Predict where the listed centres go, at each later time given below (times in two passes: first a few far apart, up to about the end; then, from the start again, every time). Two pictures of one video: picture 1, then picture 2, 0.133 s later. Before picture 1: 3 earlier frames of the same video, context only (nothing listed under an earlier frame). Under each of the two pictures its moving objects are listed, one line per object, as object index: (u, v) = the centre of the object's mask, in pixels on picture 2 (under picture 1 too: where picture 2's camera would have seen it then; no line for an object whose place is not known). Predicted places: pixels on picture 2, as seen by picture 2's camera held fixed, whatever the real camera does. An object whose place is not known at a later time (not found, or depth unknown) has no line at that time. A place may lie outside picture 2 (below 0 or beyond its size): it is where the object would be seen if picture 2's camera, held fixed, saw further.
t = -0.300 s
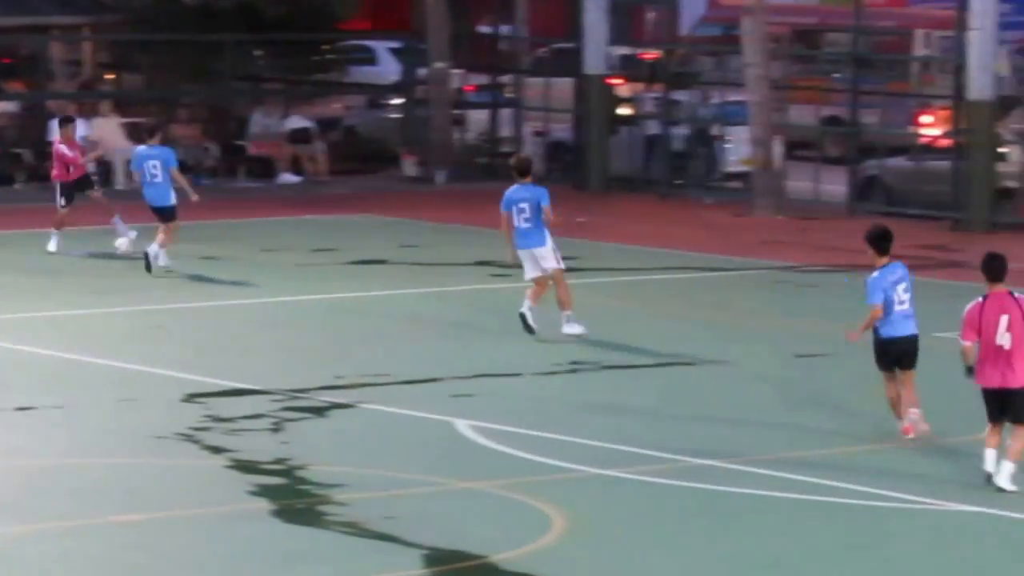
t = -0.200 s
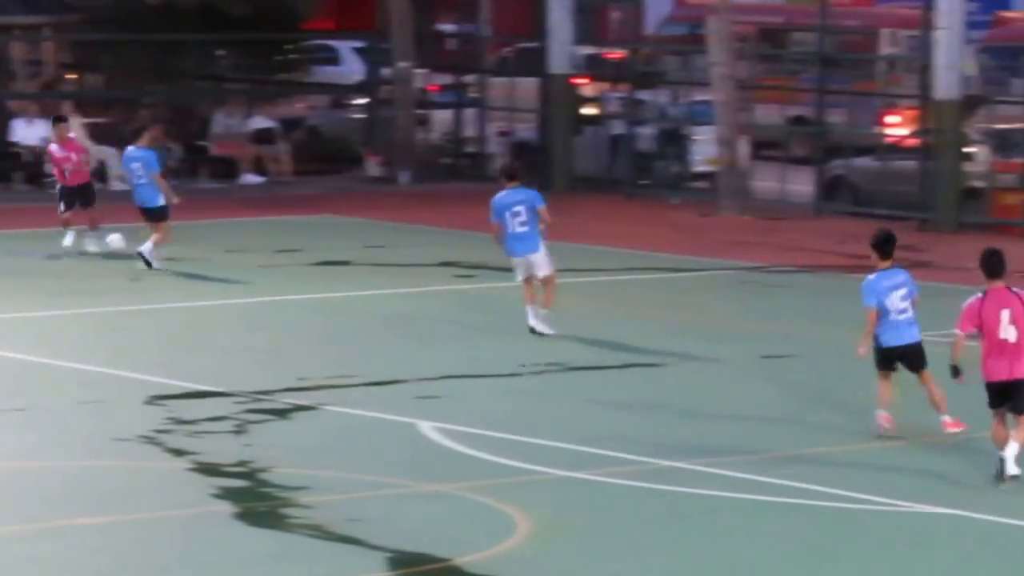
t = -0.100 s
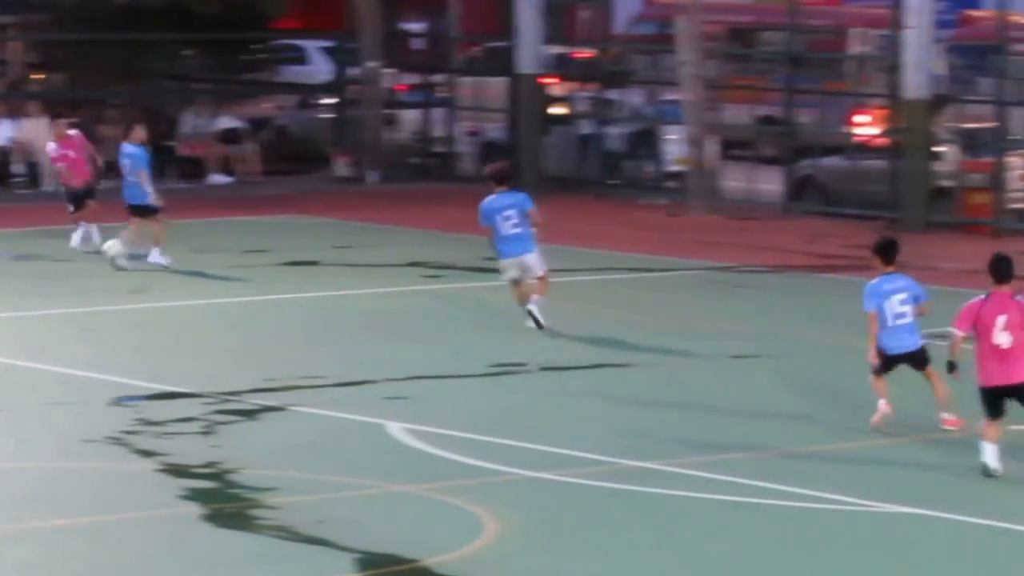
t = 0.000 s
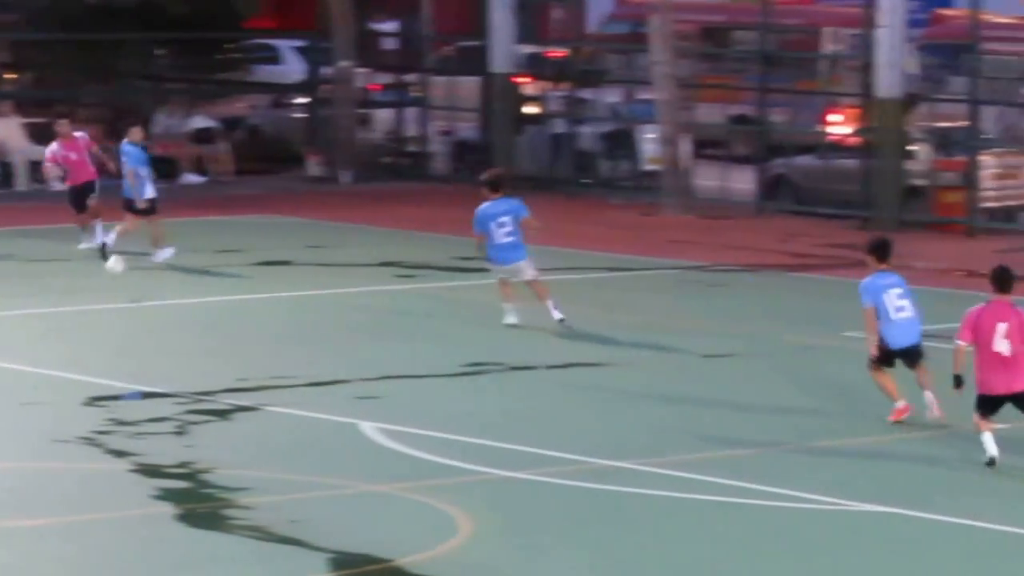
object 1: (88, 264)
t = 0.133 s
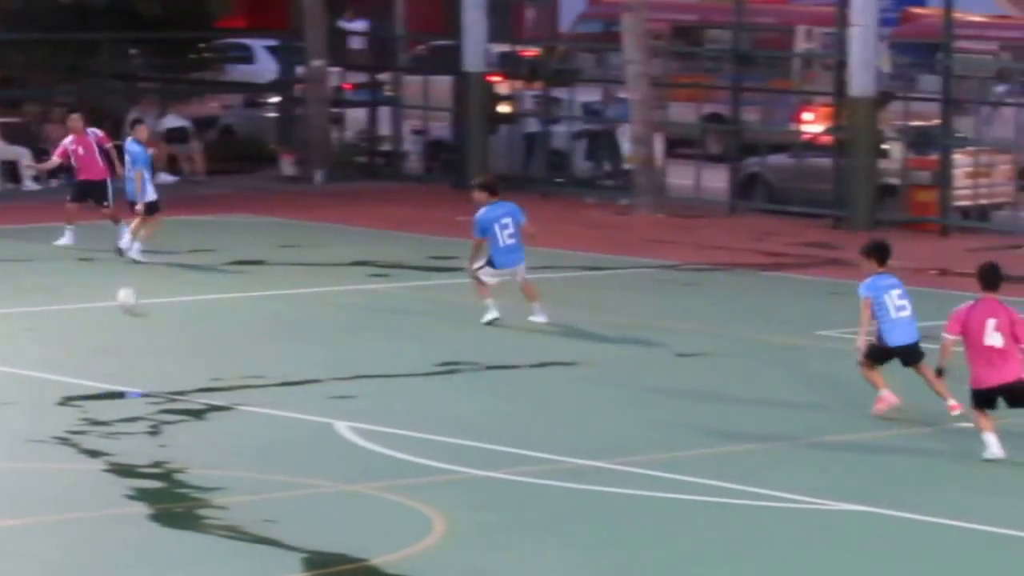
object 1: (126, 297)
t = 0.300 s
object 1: (175, 291)
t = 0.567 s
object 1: (257, 338)
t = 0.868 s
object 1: (352, 350)
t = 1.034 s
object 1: (406, 376)
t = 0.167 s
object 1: (136, 294)
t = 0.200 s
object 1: (145, 292)
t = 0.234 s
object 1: (155, 290)
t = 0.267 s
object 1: (165, 290)
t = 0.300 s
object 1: (175, 291)
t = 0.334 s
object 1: (185, 293)
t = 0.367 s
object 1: (195, 296)
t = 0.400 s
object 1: (204, 300)
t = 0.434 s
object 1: (214, 306)
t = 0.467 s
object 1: (226, 314)
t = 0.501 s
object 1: (236, 323)
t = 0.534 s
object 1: (246, 334)
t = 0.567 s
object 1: (257, 338)
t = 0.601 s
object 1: (267, 334)
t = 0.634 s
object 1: (278, 332)
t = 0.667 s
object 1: (288, 331)
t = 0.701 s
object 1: (299, 331)
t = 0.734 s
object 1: (309, 332)
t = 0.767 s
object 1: (320, 334)
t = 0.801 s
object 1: (330, 338)
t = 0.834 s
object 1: (342, 343)
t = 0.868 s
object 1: (352, 350)
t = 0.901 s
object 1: (363, 359)
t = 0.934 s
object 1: (373, 368)
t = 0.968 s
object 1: (384, 381)
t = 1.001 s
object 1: (394, 382)
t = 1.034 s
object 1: (406, 376)
